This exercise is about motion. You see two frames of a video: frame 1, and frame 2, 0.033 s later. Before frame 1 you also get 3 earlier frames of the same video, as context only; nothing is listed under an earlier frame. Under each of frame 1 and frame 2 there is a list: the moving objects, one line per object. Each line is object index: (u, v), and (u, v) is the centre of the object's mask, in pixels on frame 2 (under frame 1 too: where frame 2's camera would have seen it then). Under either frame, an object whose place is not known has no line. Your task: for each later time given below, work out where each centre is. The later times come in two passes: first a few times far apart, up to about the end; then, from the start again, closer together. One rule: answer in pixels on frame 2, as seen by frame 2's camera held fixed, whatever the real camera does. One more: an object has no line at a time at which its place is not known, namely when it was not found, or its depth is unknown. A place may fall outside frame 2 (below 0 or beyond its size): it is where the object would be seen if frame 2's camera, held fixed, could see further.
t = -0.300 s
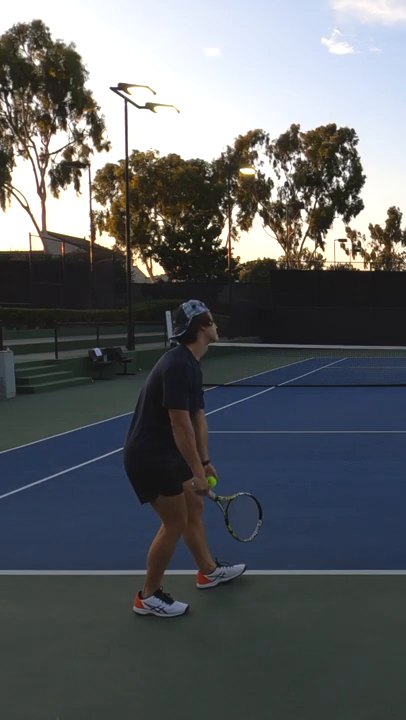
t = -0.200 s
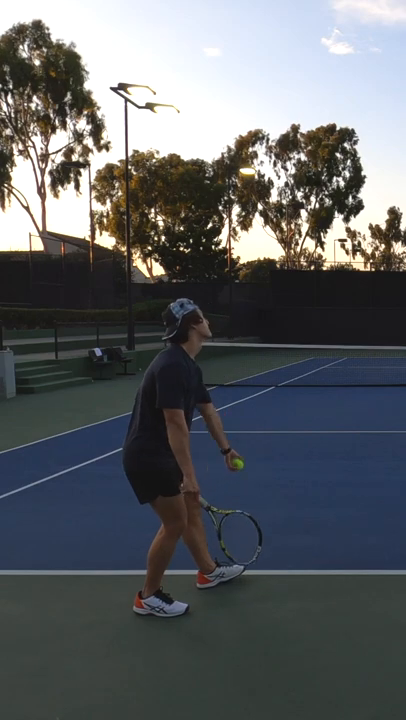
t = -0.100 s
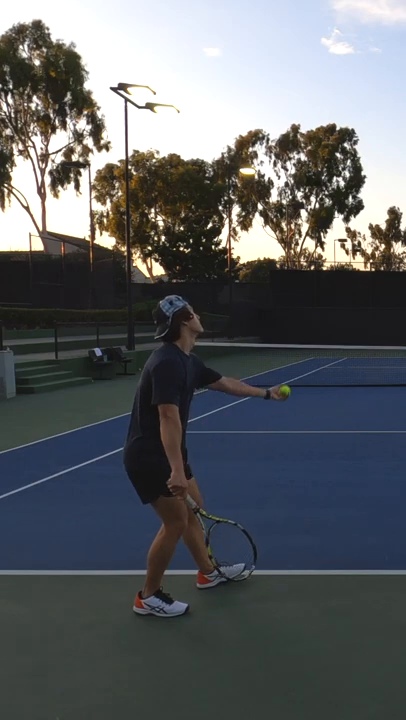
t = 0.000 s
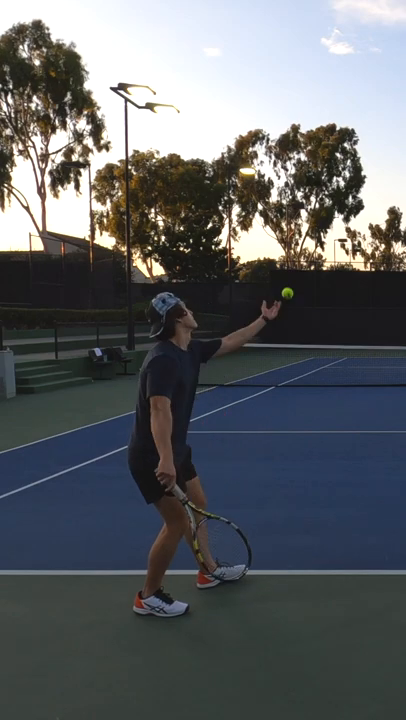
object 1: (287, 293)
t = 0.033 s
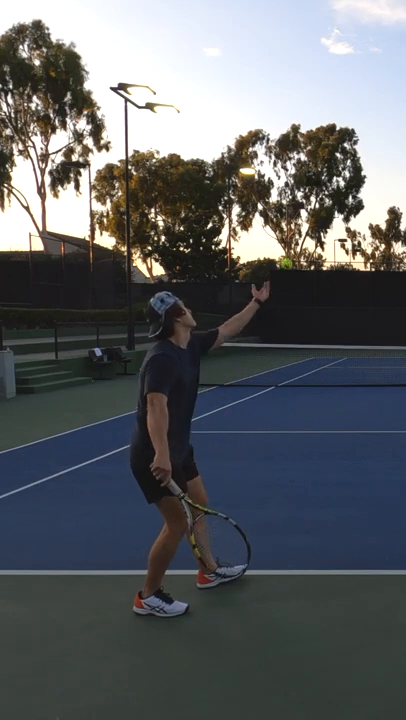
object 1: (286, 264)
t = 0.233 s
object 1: (283, 126)
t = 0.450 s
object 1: (280, 49)
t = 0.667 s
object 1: (279, 44)
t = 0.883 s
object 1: (277, 111)
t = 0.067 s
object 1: (286, 236)
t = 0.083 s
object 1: (285, 223)
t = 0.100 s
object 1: (285, 211)
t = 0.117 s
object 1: (285, 199)
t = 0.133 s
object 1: (284, 187)
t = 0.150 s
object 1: (284, 175)
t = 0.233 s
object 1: (283, 126)
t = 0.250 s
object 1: (282, 118)
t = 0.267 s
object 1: (282, 110)
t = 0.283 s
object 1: (282, 102)
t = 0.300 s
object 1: (282, 95)
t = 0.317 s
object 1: (281, 88)
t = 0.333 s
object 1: (281, 82)
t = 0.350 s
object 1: (281, 76)
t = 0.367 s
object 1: (281, 70)
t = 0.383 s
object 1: (281, 65)
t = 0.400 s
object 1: (281, 61)
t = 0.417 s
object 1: (280, 56)
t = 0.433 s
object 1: (280, 53)
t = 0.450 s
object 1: (280, 49)
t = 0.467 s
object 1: (280, 46)
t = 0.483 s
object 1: (280, 44)
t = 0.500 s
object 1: (279, 42)
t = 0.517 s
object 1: (279, 40)
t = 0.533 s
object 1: (279, 39)
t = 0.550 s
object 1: (279, 38)
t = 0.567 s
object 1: (279, 38)
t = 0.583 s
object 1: (279, 38)
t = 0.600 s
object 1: (279, 38)
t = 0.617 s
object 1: (279, 39)
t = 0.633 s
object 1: (279, 40)
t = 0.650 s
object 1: (279, 42)
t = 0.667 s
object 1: (279, 44)
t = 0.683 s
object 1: (278, 47)
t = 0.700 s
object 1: (278, 50)
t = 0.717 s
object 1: (278, 53)
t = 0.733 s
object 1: (278, 57)
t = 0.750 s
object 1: (278, 61)
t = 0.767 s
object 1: (278, 66)
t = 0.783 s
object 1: (278, 71)
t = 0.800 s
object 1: (278, 77)
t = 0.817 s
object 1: (277, 83)
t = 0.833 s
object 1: (277, 89)
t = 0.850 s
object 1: (278, 96)
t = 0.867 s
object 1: (277, 103)
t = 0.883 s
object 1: (277, 111)
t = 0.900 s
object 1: (278, 120)
